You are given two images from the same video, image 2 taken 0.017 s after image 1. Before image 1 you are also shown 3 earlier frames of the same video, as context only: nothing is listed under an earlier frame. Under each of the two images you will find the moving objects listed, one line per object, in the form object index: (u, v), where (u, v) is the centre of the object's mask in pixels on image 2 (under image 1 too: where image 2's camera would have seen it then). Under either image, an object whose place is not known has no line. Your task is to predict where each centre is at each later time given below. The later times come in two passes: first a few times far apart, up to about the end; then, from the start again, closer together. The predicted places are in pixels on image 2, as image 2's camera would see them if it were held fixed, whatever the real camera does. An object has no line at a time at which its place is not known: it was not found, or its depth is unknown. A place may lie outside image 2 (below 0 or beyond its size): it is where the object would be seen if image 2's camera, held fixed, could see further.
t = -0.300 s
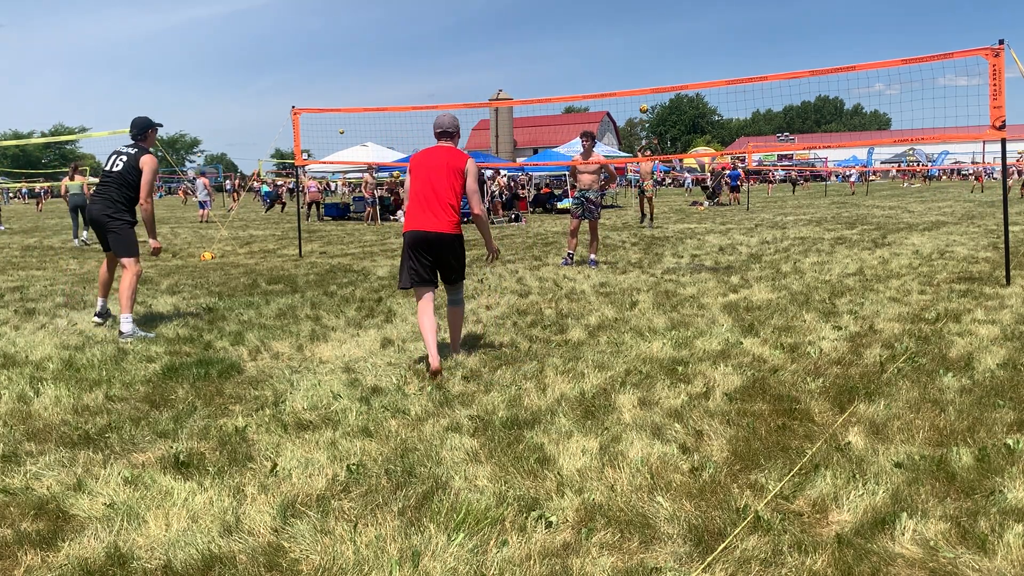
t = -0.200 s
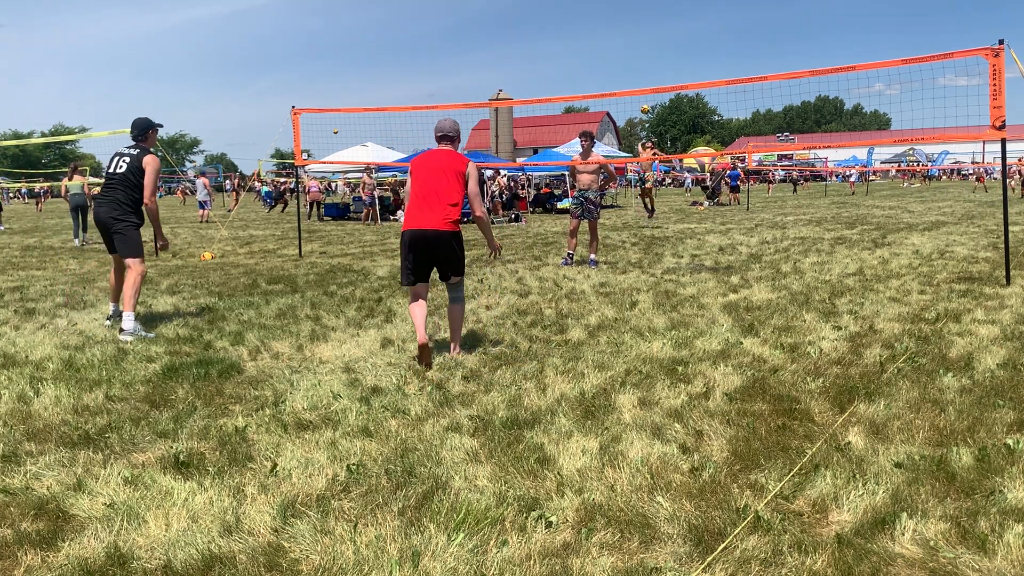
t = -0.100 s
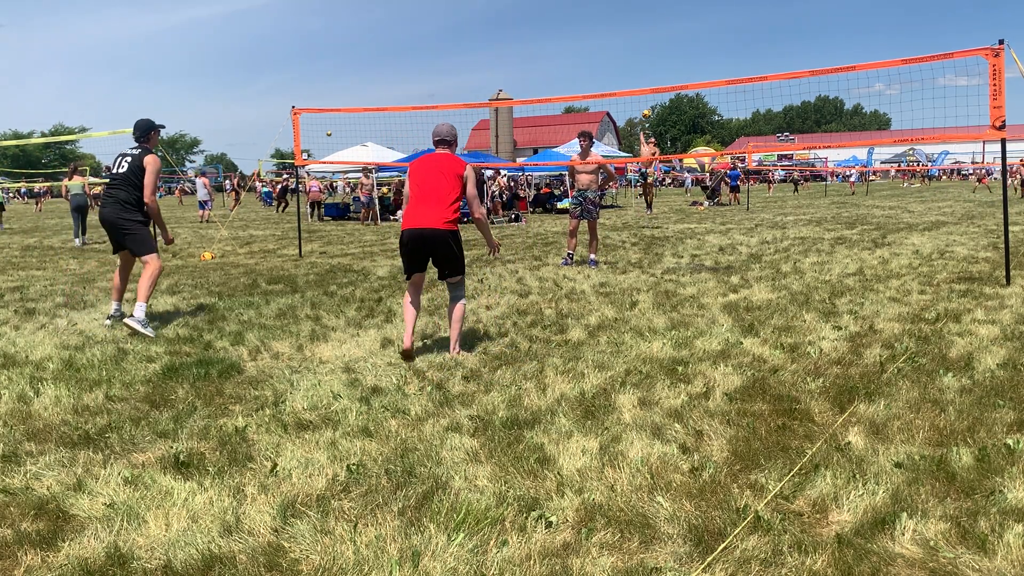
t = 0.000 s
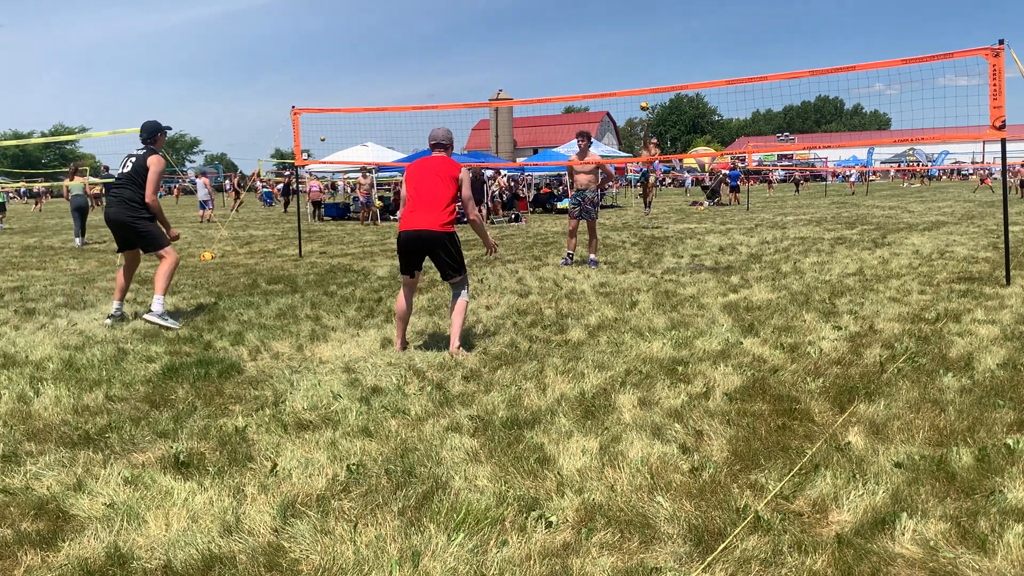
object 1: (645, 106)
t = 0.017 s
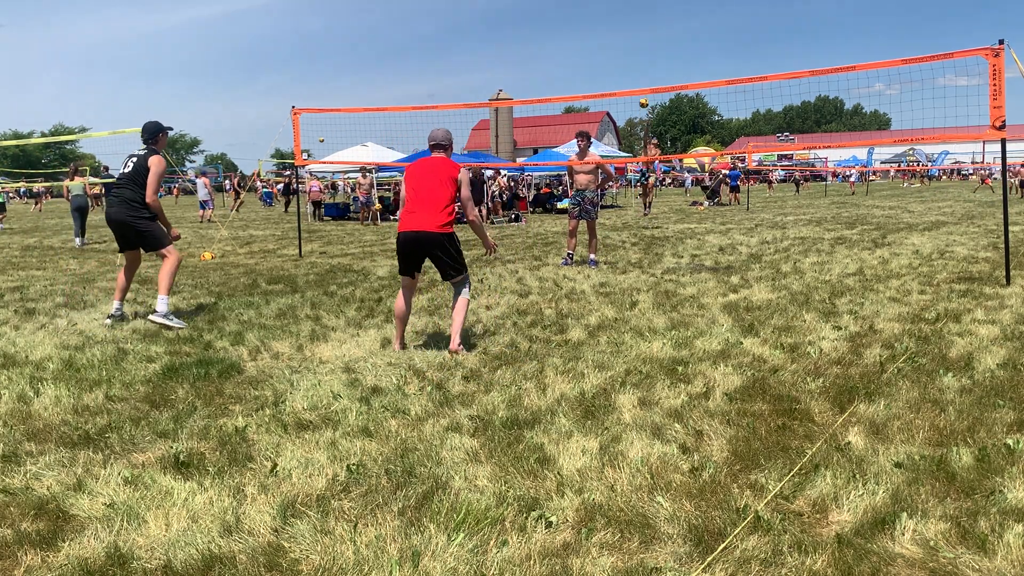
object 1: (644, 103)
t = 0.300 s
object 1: (629, 49)
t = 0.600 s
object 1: (604, 20)
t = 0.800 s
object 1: (580, 26)
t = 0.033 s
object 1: (643, 100)
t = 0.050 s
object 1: (642, 98)
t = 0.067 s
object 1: (642, 96)
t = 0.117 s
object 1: (639, 83)
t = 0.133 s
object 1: (638, 80)
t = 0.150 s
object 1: (637, 76)
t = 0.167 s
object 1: (637, 73)
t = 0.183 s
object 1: (636, 70)
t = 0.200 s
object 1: (635, 67)
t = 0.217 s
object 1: (634, 64)
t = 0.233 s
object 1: (633, 61)
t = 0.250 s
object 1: (632, 58)
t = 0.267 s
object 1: (631, 55)
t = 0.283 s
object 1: (630, 52)
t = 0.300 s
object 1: (629, 49)
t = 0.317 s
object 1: (628, 47)
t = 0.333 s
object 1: (627, 44)
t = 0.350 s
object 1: (626, 42)
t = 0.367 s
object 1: (625, 40)
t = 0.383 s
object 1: (624, 37)
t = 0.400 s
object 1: (623, 35)
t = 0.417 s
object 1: (621, 34)
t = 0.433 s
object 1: (620, 32)
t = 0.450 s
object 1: (619, 30)
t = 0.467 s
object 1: (617, 29)
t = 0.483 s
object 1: (616, 27)
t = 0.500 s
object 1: (614, 25)
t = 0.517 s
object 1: (613, 24)
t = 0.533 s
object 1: (611, 23)
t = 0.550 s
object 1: (609, 22)
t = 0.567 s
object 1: (608, 21)
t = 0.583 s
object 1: (606, 20)
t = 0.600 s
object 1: (604, 20)
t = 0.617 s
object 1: (603, 19)
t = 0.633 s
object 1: (601, 19)
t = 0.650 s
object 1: (599, 19)
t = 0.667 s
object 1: (597, 19)
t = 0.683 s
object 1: (595, 19)
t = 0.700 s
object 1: (593, 19)
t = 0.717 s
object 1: (591, 20)
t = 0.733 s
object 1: (589, 20)
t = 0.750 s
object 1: (587, 21)
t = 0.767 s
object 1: (585, 23)
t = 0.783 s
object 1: (583, 24)
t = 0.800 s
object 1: (580, 26)
